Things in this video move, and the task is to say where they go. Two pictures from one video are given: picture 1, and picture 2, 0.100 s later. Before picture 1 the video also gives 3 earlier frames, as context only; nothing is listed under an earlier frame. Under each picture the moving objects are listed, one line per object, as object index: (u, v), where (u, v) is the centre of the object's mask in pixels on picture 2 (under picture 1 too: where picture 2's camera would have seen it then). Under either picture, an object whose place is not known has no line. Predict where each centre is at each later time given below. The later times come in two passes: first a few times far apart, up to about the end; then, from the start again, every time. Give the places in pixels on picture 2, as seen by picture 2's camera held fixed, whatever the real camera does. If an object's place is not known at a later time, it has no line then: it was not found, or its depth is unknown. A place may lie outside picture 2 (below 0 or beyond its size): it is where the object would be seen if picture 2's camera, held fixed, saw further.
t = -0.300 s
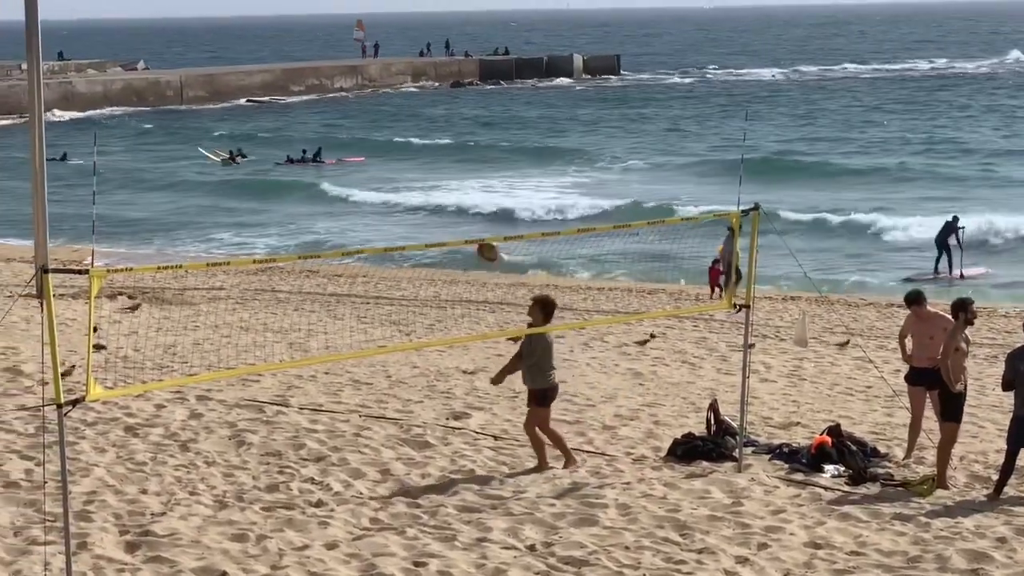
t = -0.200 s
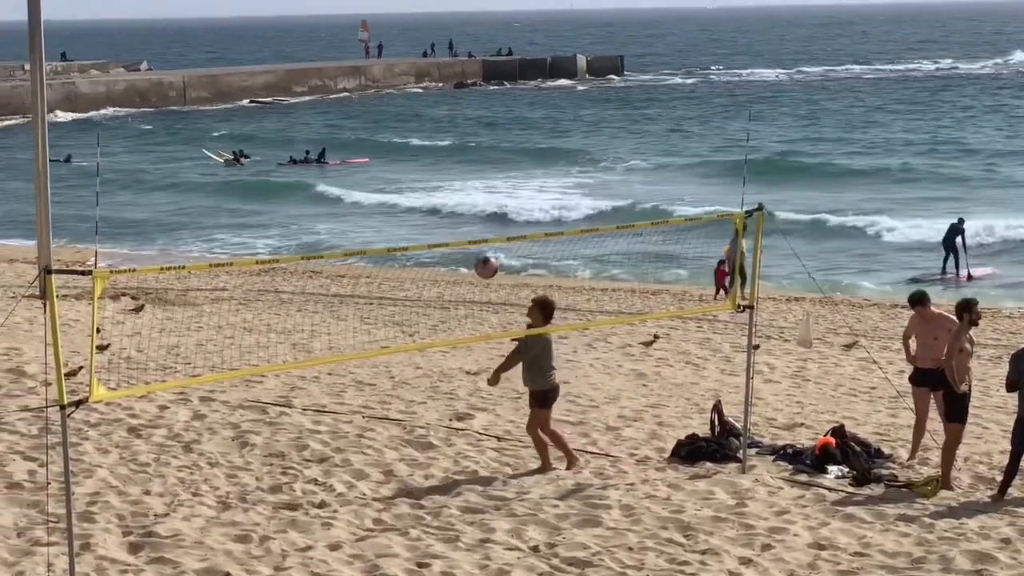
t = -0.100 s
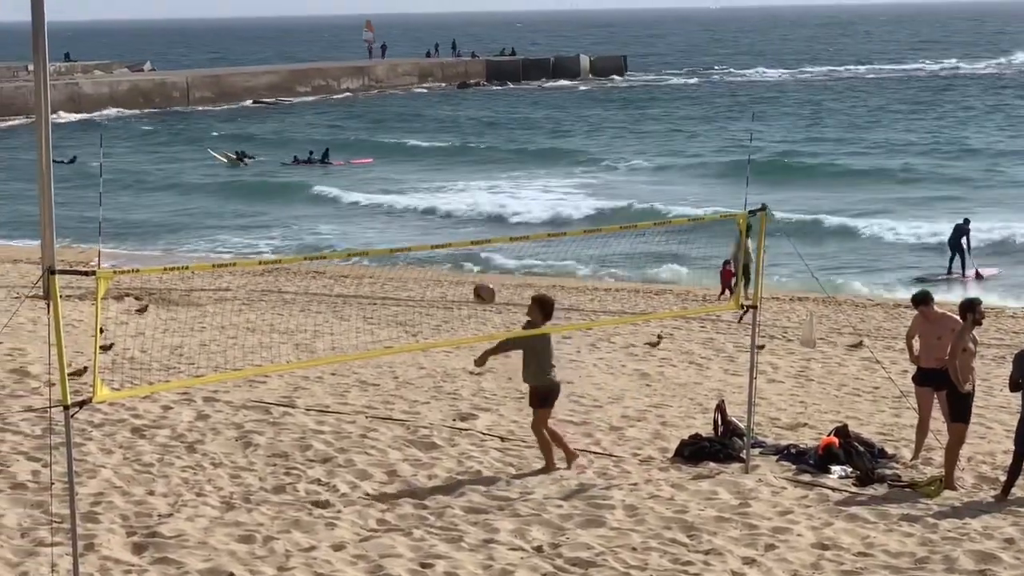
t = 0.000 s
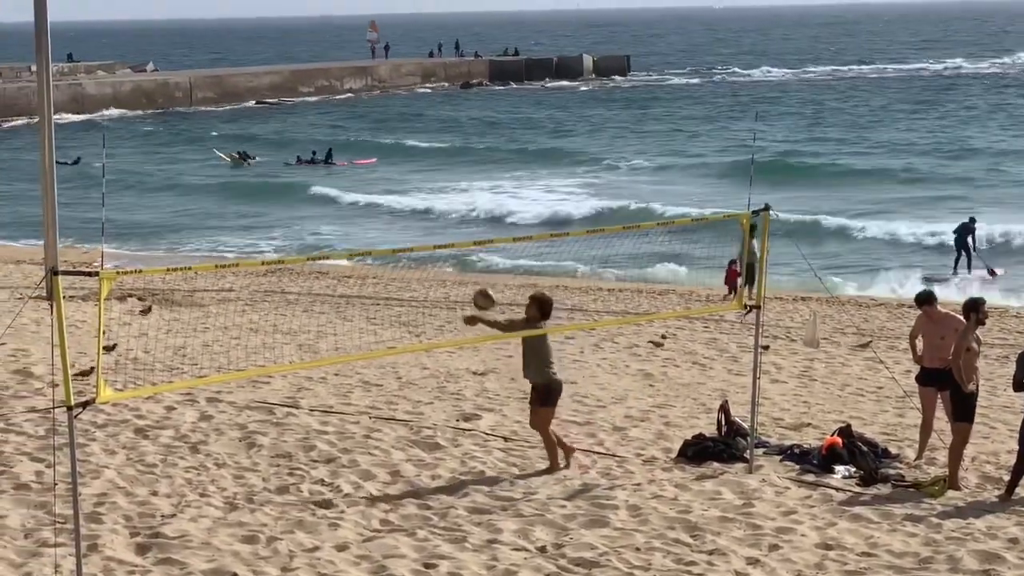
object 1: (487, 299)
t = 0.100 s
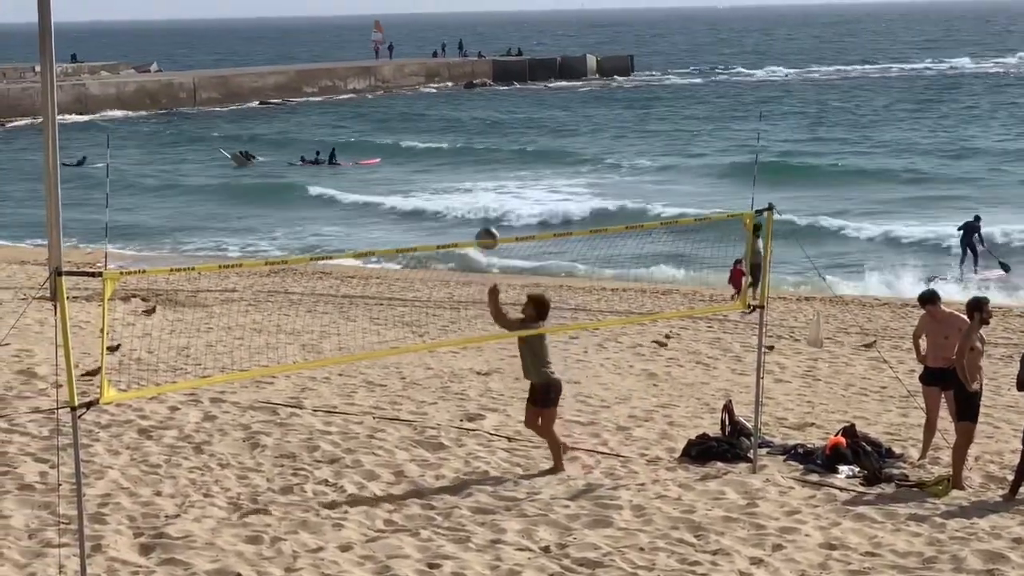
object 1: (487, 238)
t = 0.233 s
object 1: (487, 171)
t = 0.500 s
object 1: (482, 93)
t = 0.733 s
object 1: (474, 92)
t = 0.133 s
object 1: (486, 220)
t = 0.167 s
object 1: (486, 202)
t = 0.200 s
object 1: (486, 186)
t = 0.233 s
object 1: (487, 171)
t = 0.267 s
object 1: (487, 158)
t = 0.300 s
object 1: (486, 145)
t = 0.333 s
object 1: (487, 133)
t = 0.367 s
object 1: (486, 123)
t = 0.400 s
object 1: (486, 114)
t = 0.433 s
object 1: (486, 107)
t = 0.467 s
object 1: (485, 101)
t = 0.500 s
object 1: (482, 93)
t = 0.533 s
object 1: (482, 90)
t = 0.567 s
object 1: (482, 89)
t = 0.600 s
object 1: (482, 86)
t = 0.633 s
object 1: (480, 89)
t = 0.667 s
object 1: (479, 88)
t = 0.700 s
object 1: (477, 90)
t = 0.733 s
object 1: (474, 92)
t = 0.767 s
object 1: (470, 97)
